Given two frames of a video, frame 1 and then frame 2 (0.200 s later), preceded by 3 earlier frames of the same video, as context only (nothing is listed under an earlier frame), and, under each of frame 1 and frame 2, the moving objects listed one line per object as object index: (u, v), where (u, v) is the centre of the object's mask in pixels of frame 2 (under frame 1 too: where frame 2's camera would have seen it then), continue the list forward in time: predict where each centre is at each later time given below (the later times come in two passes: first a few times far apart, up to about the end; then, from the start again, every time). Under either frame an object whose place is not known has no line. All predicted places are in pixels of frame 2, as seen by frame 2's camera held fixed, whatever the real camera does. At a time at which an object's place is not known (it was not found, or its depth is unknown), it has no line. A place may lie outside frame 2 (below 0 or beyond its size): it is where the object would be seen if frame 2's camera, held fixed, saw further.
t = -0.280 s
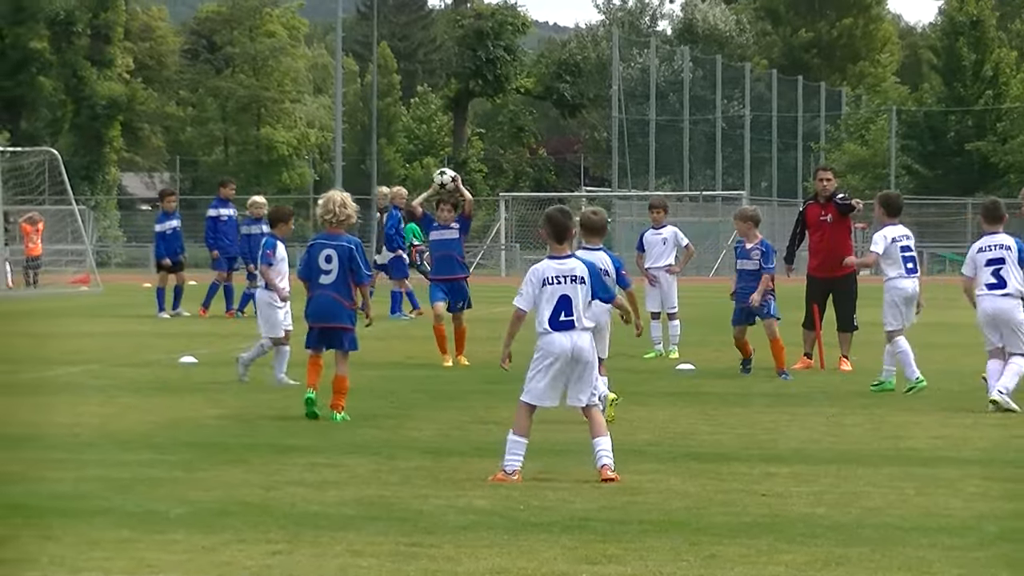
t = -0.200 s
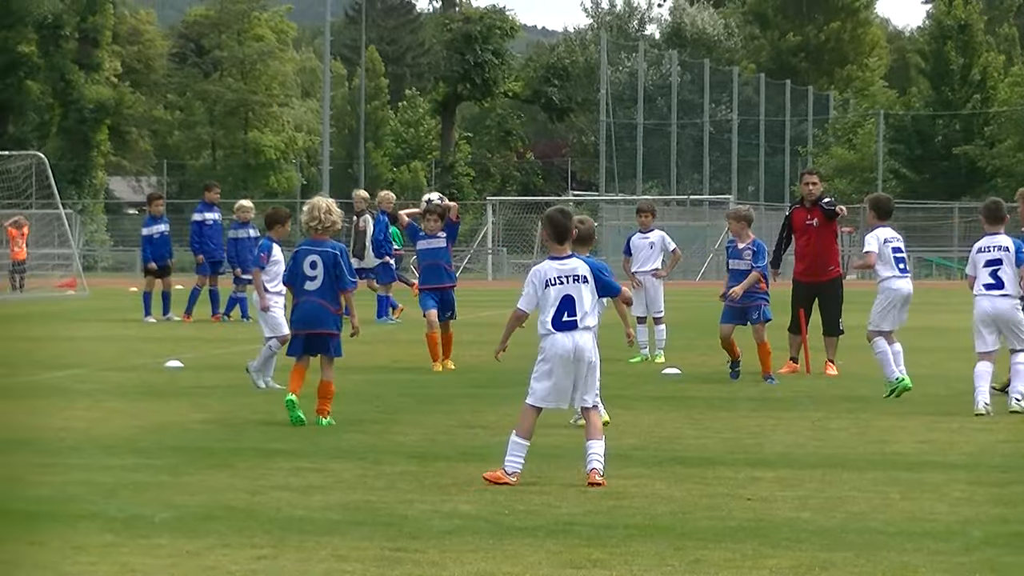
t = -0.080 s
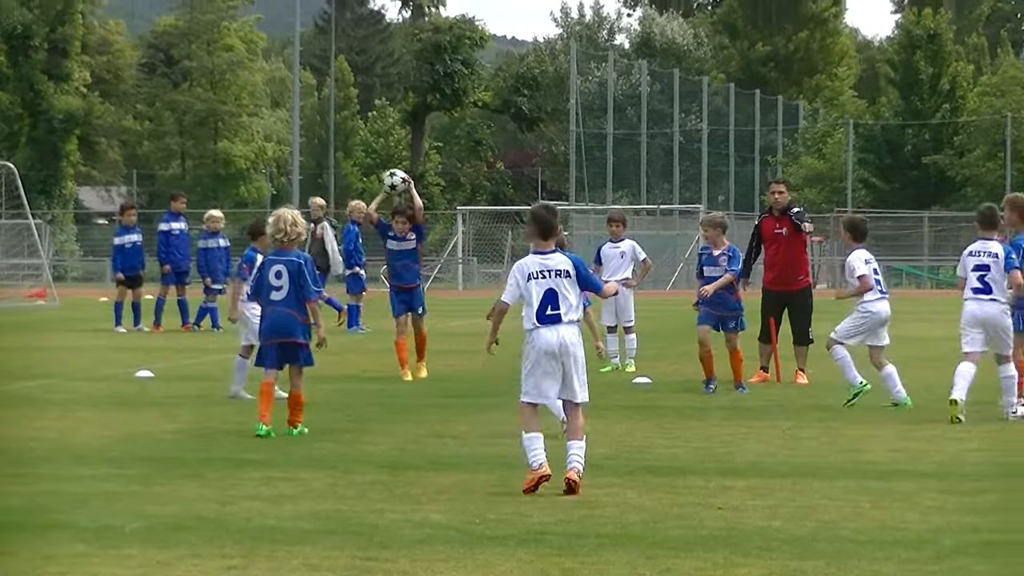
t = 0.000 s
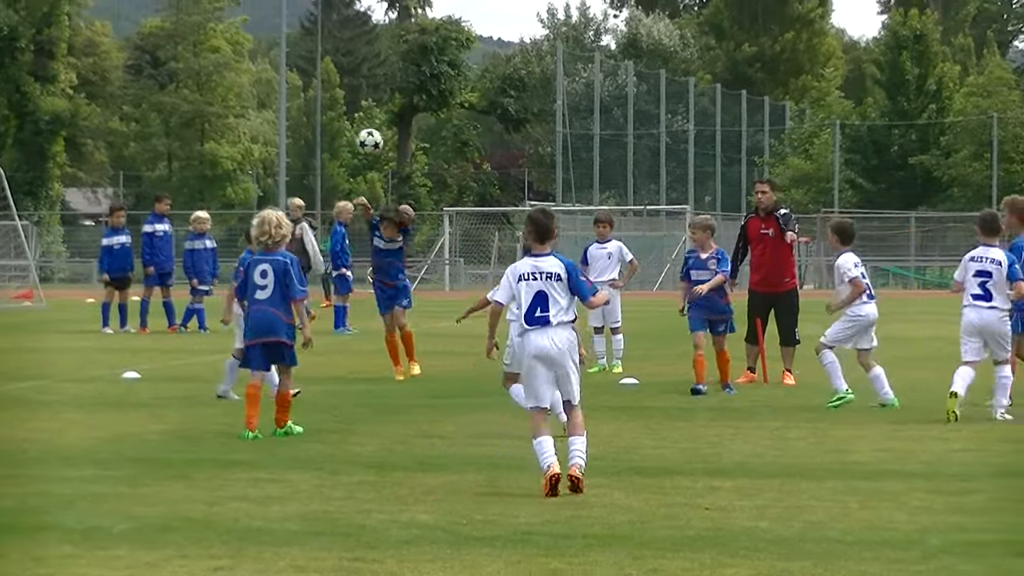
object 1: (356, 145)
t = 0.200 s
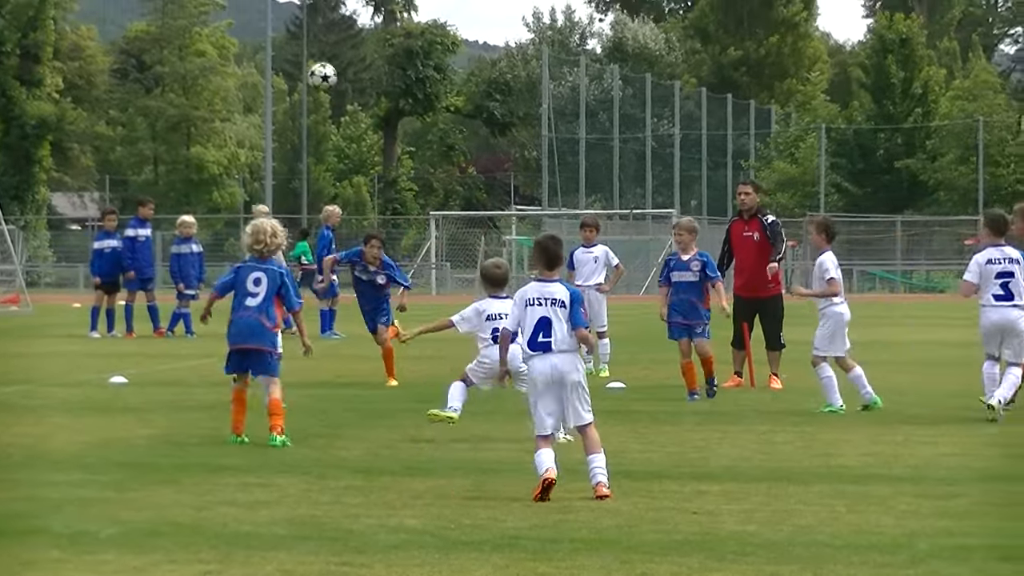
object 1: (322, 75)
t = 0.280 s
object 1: (309, 60)
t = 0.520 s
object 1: (270, 70)
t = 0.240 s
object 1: (315, 67)
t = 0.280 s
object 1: (309, 60)
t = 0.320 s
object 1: (302, 57)
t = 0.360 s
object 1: (295, 55)
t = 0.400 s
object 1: (289, 55)
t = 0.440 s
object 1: (283, 57)
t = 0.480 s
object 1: (276, 62)
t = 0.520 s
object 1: (270, 70)
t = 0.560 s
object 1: (263, 81)
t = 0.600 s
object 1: (257, 95)
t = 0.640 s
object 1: (250, 112)
